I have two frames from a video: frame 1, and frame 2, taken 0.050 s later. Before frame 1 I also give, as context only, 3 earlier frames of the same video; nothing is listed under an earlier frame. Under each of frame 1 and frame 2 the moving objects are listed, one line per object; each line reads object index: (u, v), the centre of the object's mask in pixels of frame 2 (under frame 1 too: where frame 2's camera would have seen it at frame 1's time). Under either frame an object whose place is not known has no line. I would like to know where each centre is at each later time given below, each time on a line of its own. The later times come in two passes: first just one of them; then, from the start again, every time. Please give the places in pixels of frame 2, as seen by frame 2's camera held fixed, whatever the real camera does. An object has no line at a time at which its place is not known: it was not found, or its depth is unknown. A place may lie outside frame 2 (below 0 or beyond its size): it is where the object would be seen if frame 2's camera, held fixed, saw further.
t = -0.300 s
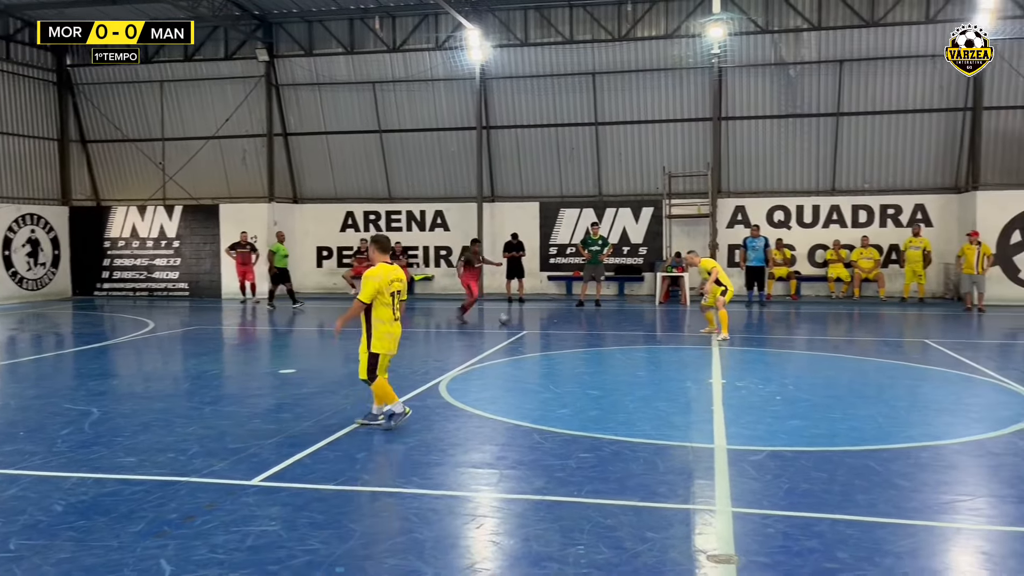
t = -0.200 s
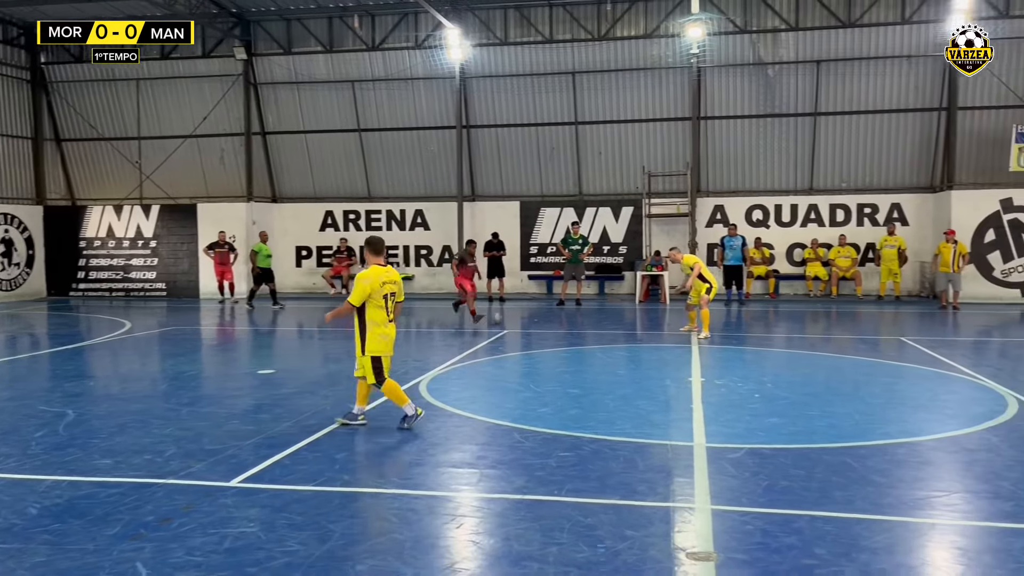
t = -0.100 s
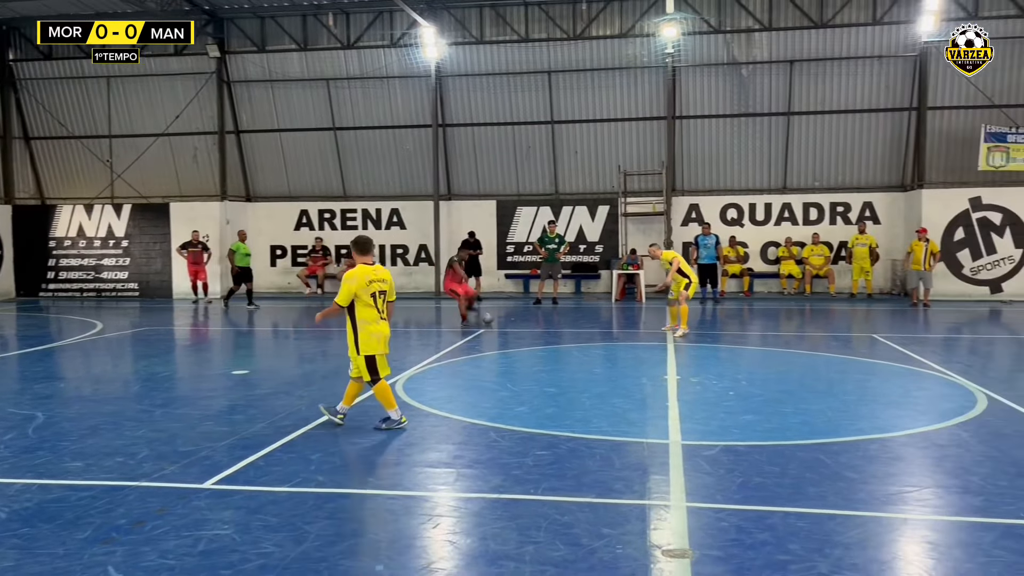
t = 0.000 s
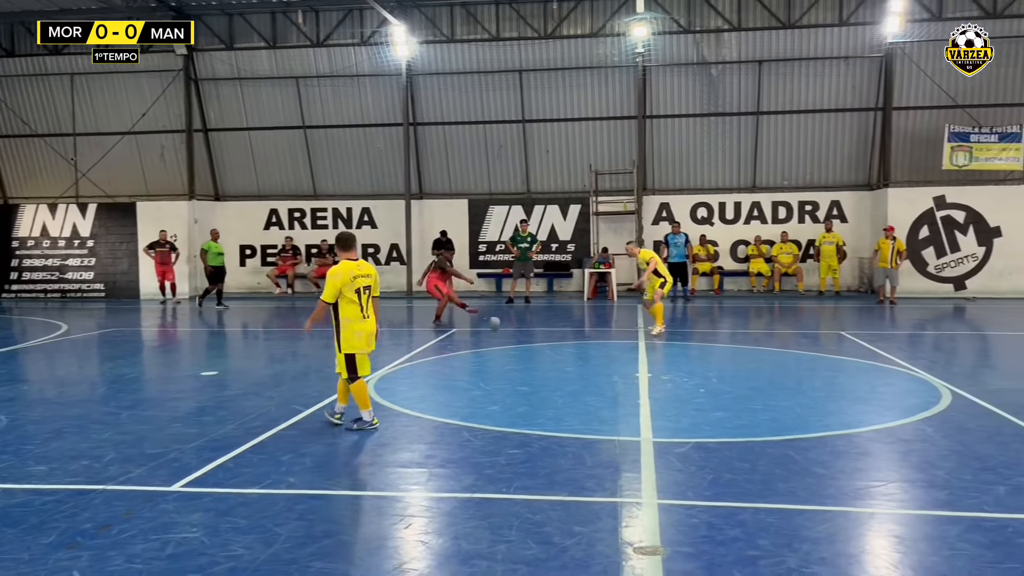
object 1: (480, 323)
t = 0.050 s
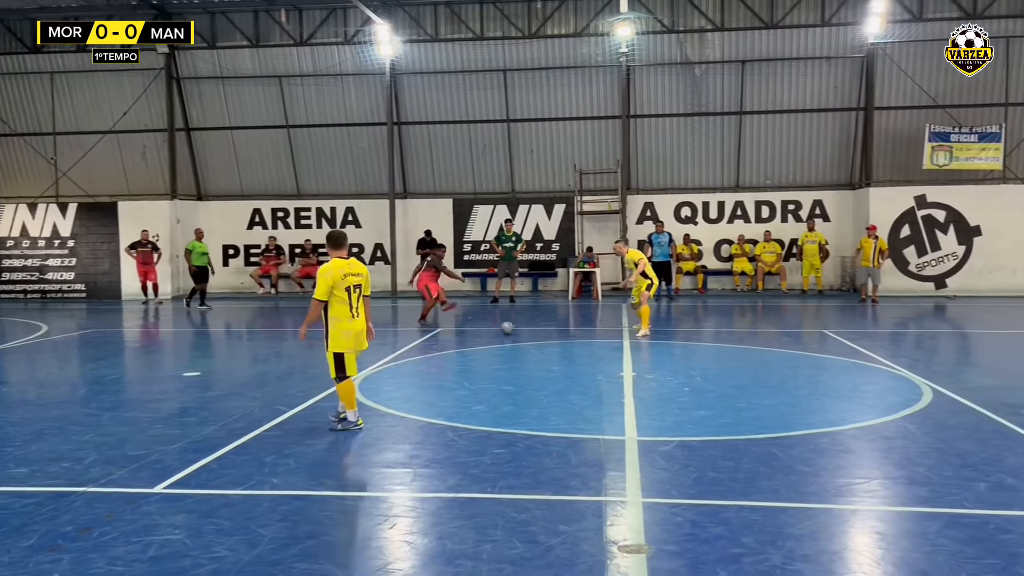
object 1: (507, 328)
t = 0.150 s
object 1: (571, 340)
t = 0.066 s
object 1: (517, 330)
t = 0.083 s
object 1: (527, 330)
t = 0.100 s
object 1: (537, 334)
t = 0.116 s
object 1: (548, 336)
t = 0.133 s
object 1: (560, 338)
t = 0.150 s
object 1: (571, 340)
